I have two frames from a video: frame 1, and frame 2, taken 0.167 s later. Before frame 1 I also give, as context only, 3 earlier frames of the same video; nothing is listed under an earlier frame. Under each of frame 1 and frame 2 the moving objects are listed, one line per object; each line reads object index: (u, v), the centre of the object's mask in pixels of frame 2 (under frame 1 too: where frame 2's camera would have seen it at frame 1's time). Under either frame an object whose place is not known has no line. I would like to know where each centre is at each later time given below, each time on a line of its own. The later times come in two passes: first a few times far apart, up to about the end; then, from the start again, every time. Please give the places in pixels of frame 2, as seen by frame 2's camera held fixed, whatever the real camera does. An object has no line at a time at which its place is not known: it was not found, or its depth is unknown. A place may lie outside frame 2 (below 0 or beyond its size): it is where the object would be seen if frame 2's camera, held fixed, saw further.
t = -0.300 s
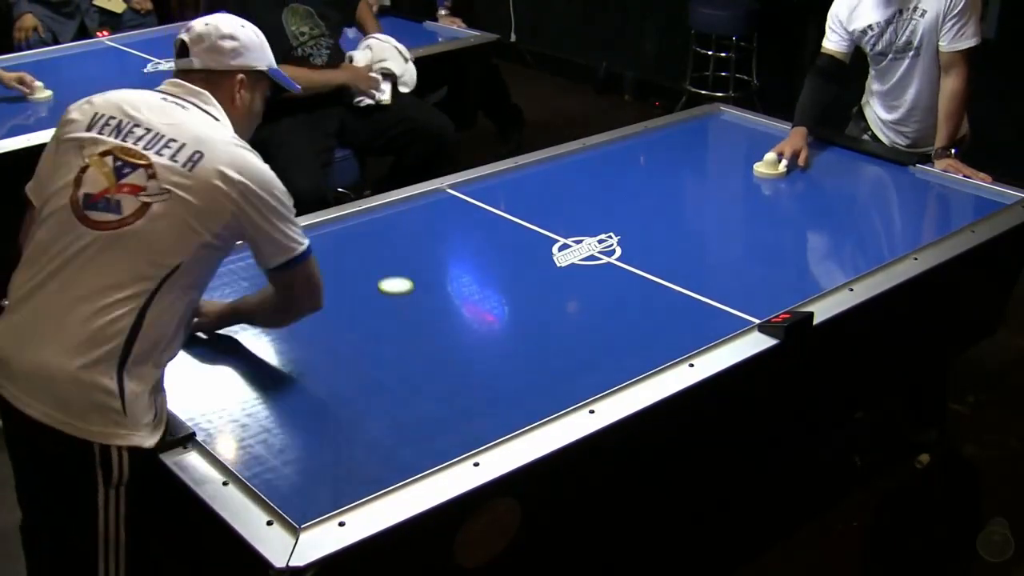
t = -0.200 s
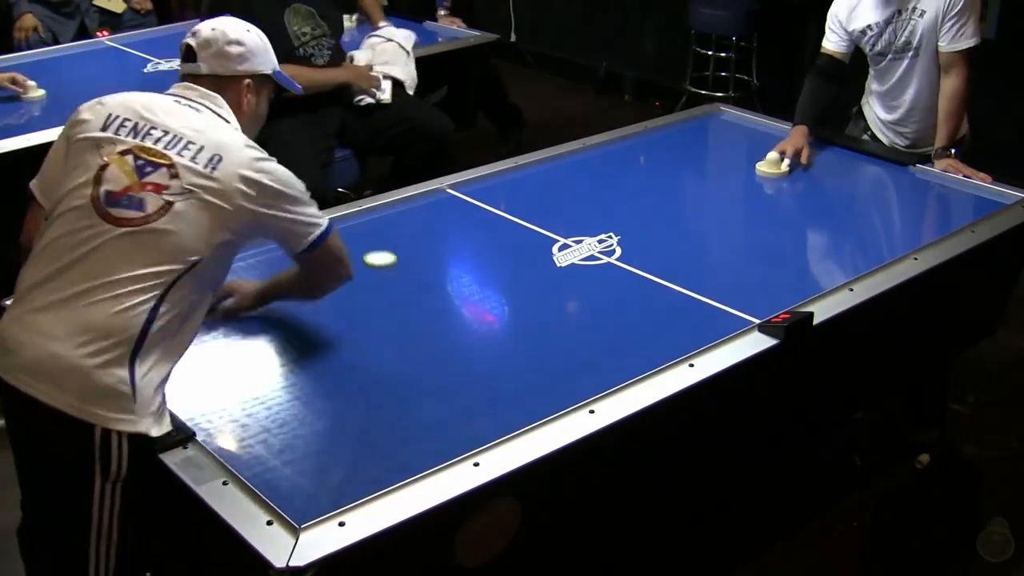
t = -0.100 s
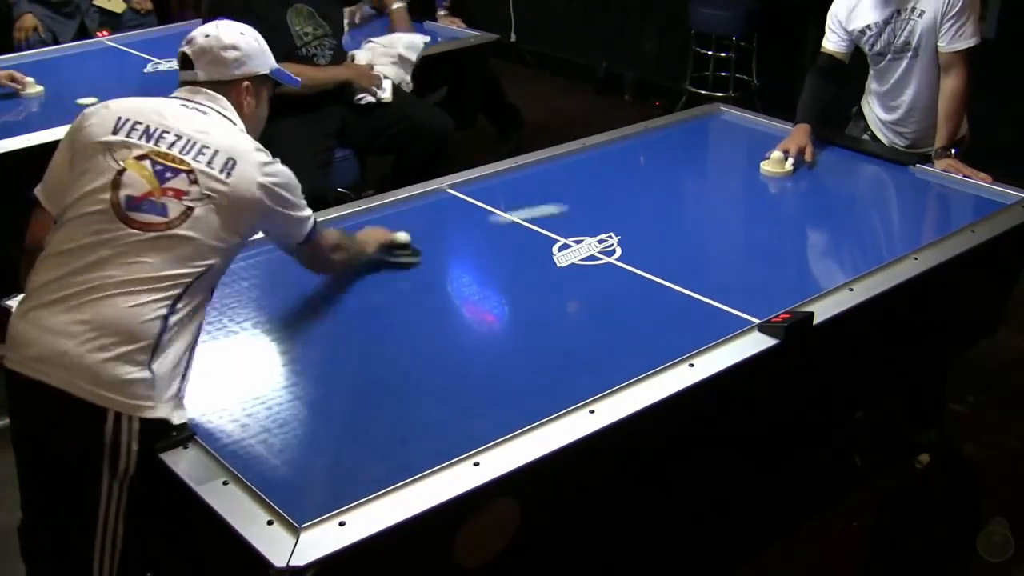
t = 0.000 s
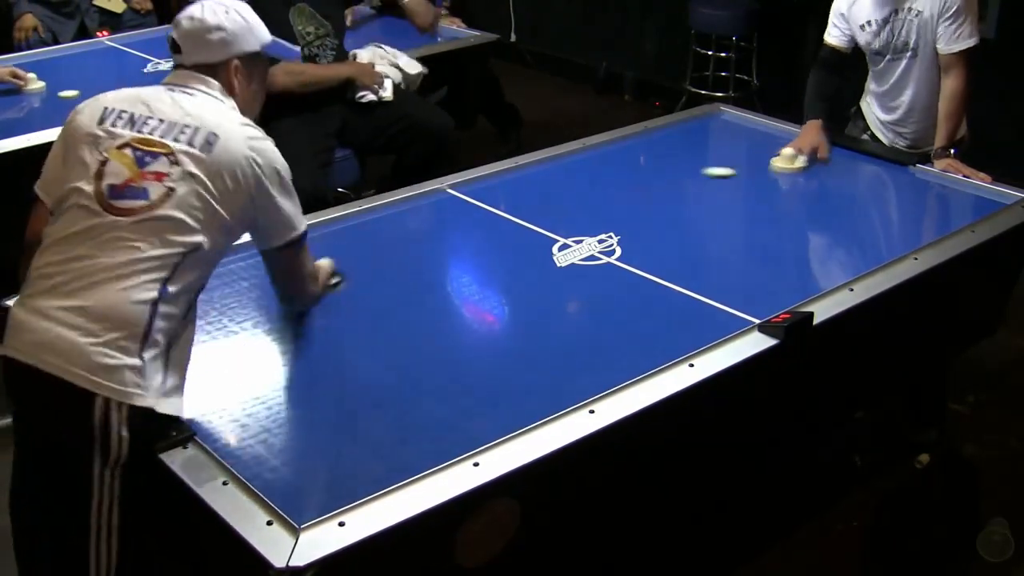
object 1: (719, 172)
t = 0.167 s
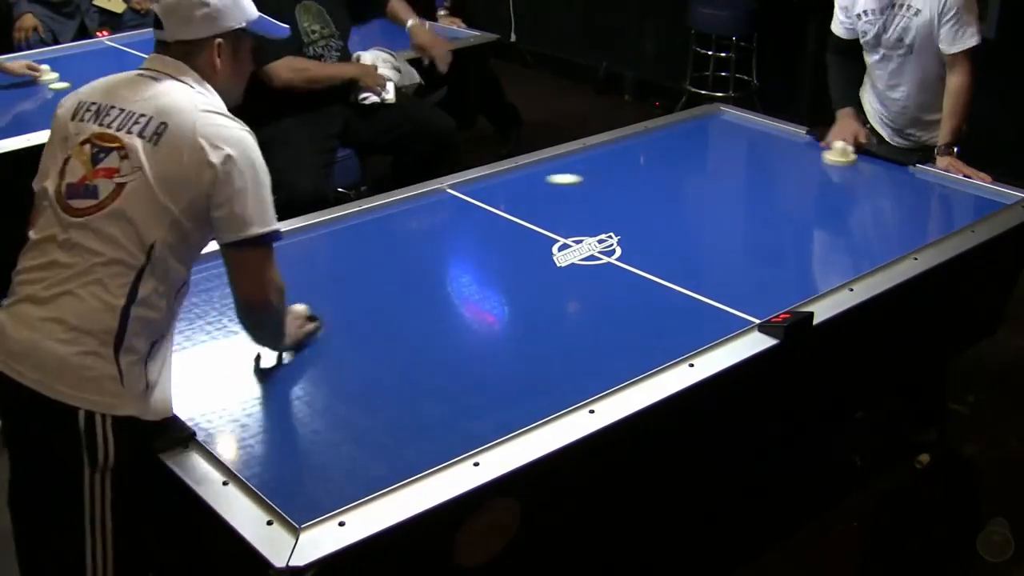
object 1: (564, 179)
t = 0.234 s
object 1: (501, 181)
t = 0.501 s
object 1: (414, 264)
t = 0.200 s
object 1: (532, 180)
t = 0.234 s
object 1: (501, 181)
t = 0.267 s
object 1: (487, 188)
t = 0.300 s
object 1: (478, 198)
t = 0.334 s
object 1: (467, 209)
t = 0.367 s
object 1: (458, 218)
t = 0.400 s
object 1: (448, 229)
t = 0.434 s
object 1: (438, 240)
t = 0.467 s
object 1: (426, 252)
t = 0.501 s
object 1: (414, 264)
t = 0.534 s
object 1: (402, 277)
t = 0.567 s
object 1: (389, 291)
